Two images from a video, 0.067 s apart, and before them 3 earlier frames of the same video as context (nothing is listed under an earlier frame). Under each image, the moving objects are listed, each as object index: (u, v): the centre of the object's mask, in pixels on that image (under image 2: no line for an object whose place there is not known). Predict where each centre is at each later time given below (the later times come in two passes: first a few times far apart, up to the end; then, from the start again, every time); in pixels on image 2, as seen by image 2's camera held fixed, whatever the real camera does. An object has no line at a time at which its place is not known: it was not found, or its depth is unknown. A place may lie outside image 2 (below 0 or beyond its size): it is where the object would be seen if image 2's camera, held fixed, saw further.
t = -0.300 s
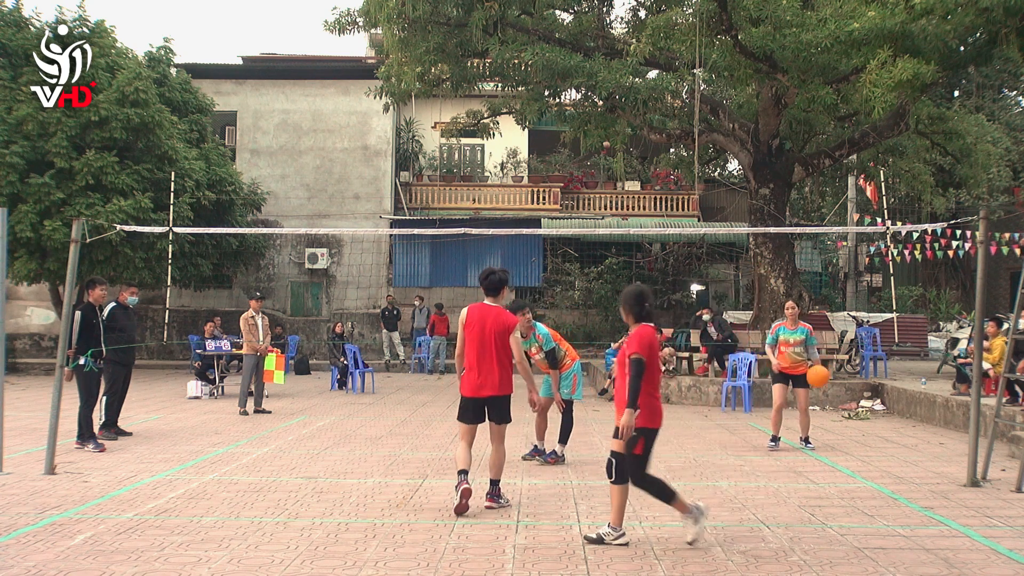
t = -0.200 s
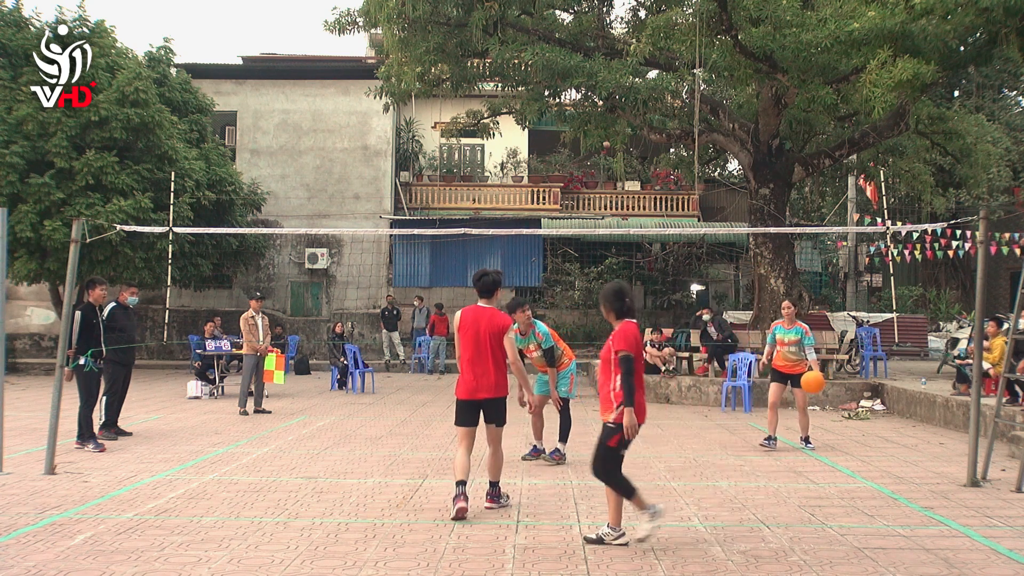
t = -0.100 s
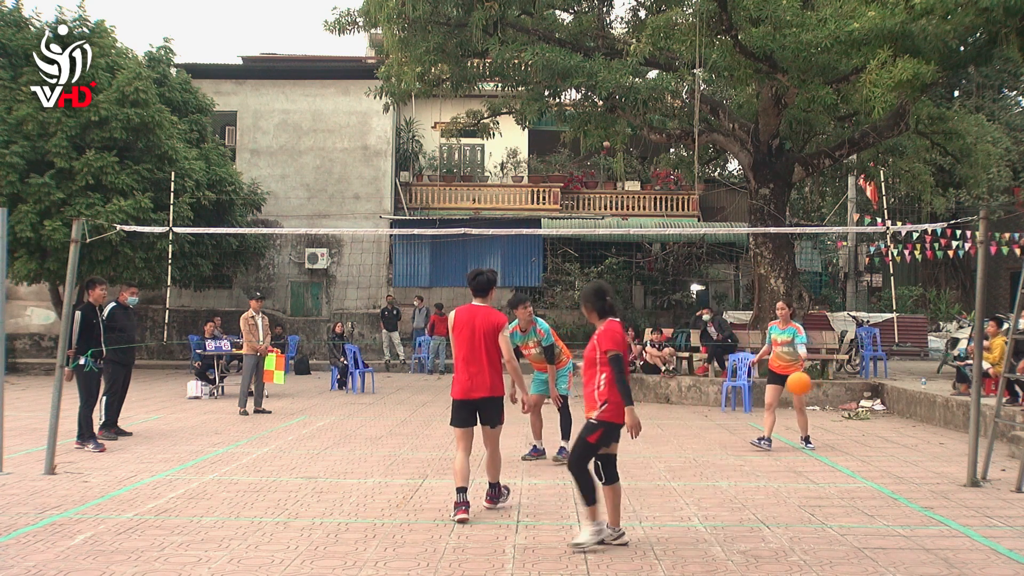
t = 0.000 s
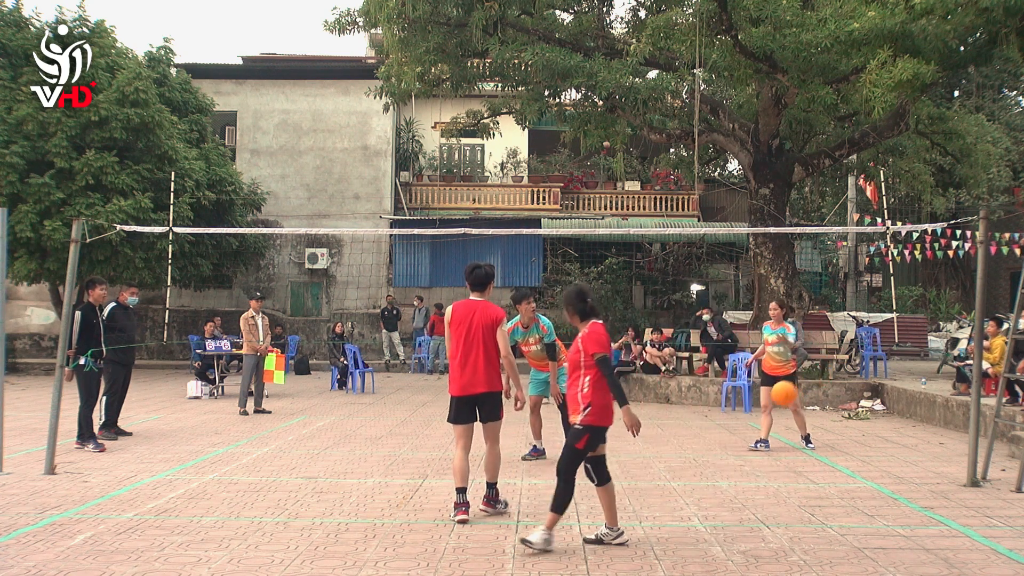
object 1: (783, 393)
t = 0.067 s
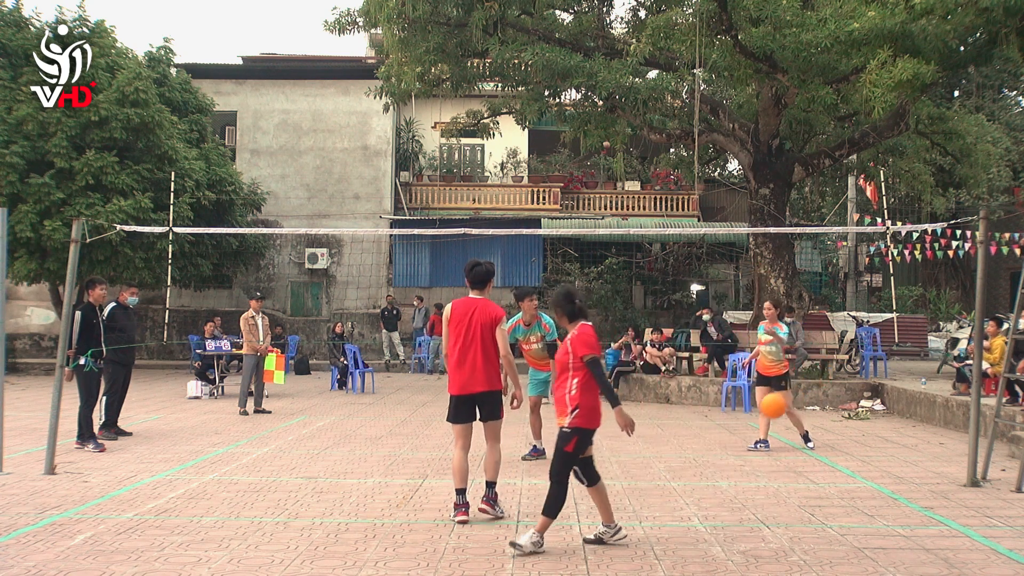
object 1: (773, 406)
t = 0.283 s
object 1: (737, 456)
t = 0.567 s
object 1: (691, 413)
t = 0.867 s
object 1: (634, 477)
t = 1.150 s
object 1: (570, 455)
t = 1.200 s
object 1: (557, 456)
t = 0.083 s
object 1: (771, 410)
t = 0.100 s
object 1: (768, 414)
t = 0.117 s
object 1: (765, 418)
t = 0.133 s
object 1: (762, 423)
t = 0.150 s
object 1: (759, 429)
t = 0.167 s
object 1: (756, 434)
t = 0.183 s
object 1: (753, 441)
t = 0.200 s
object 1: (750, 447)
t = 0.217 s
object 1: (747, 454)
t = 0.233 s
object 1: (745, 462)
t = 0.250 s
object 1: (741, 466)
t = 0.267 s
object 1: (739, 461)
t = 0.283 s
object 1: (737, 456)
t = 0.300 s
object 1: (734, 451)
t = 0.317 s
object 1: (732, 447)
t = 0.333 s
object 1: (729, 442)
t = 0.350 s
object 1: (727, 438)
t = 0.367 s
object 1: (724, 435)
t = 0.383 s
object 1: (722, 431)
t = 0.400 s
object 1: (719, 428)
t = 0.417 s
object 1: (716, 424)
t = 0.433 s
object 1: (713, 422)
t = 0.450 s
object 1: (711, 420)
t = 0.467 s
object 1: (708, 418)
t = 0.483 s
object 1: (705, 416)
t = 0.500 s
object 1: (703, 415)
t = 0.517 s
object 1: (700, 414)
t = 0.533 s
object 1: (697, 413)
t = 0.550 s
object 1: (694, 413)
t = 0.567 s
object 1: (691, 413)
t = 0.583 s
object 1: (688, 413)
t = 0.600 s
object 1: (685, 414)
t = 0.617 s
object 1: (683, 415)
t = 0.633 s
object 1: (680, 417)
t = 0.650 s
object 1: (676, 418)
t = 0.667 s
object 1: (673, 420)
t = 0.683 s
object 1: (670, 423)
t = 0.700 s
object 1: (667, 426)
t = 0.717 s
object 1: (664, 429)
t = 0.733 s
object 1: (660, 433)
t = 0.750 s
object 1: (657, 437)
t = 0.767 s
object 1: (654, 441)
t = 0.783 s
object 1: (651, 446)
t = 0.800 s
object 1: (647, 452)
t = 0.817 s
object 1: (644, 457)
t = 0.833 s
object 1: (641, 464)
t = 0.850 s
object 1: (638, 471)
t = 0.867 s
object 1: (634, 477)
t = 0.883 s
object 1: (631, 486)
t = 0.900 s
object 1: (627, 494)
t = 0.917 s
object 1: (623, 497)
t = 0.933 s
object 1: (620, 492)
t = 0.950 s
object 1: (616, 487)
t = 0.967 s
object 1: (613, 482)
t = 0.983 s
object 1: (609, 478)
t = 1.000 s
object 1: (605, 474)
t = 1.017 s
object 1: (601, 470)
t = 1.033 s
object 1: (597, 467)
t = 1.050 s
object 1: (594, 465)
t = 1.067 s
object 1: (590, 462)
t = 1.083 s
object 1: (586, 460)
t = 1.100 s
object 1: (582, 459)
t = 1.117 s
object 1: (578, 457)
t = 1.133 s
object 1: (574, 456)
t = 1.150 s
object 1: (570, 455)
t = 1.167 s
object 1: (566, 455)
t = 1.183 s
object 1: (561, 455)
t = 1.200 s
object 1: (557, 456)
